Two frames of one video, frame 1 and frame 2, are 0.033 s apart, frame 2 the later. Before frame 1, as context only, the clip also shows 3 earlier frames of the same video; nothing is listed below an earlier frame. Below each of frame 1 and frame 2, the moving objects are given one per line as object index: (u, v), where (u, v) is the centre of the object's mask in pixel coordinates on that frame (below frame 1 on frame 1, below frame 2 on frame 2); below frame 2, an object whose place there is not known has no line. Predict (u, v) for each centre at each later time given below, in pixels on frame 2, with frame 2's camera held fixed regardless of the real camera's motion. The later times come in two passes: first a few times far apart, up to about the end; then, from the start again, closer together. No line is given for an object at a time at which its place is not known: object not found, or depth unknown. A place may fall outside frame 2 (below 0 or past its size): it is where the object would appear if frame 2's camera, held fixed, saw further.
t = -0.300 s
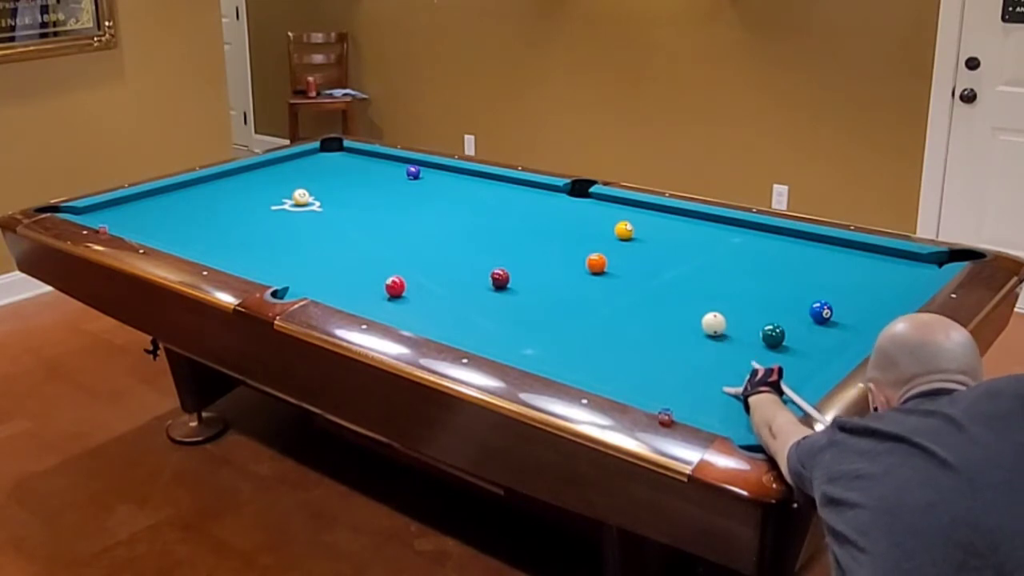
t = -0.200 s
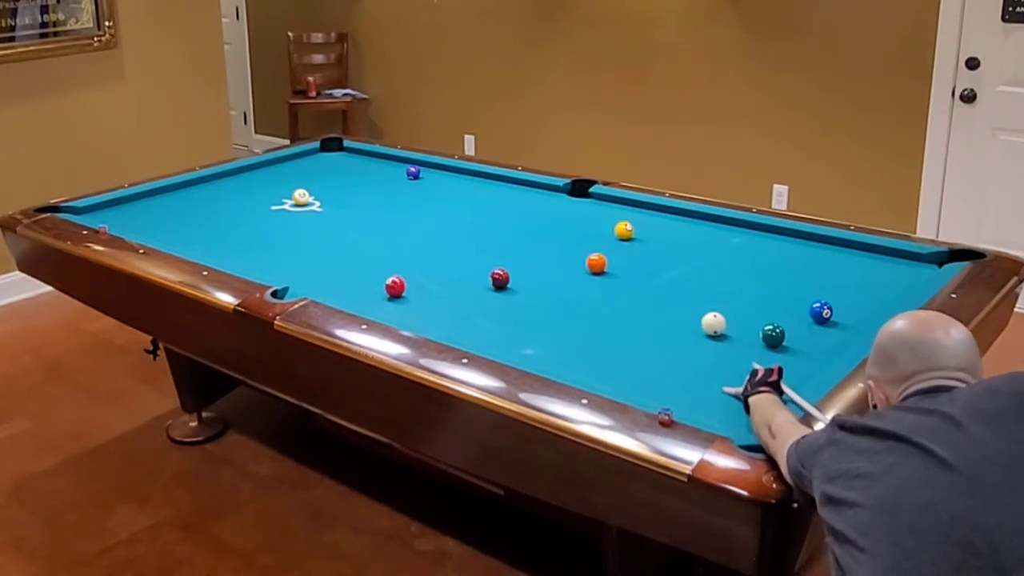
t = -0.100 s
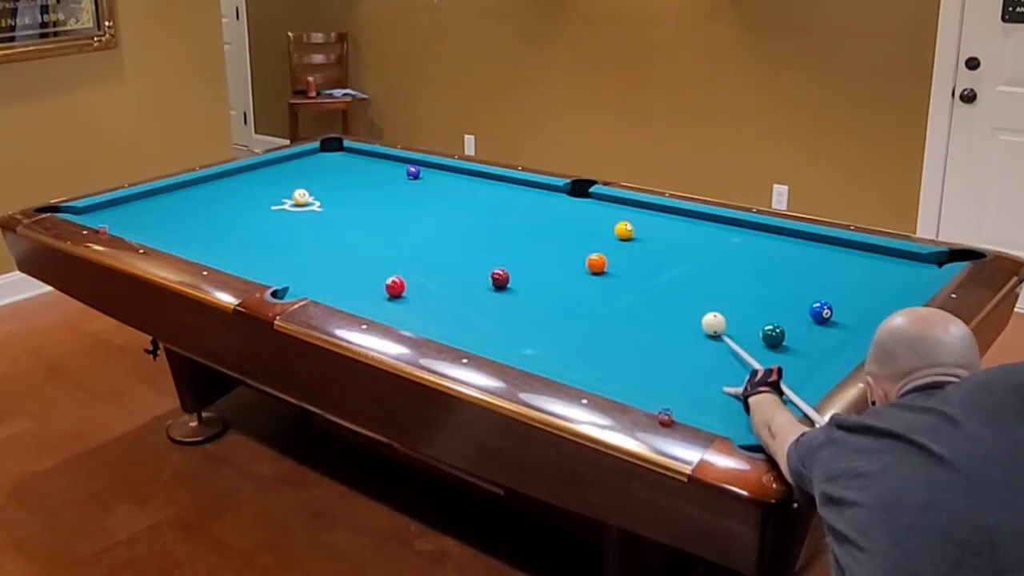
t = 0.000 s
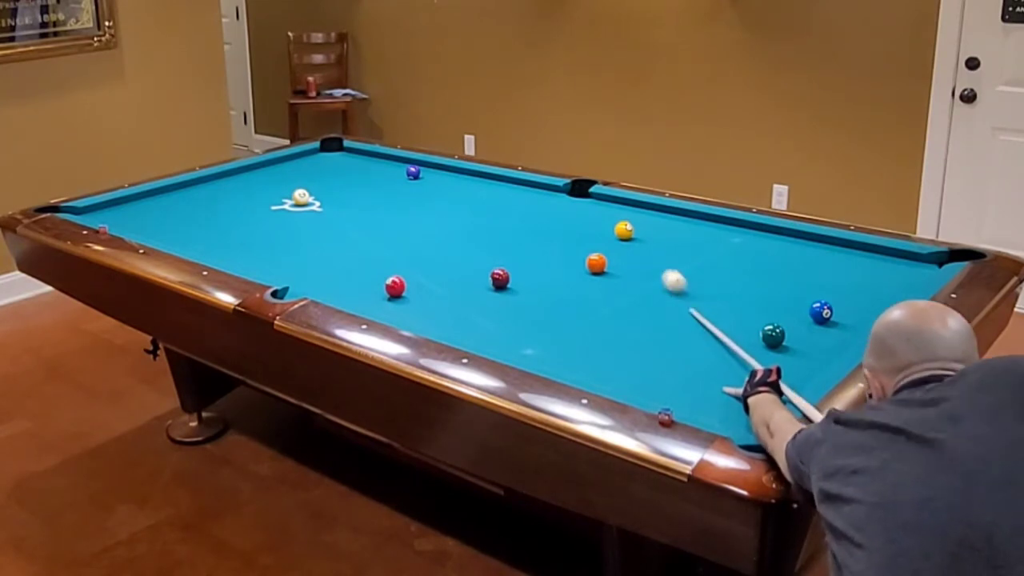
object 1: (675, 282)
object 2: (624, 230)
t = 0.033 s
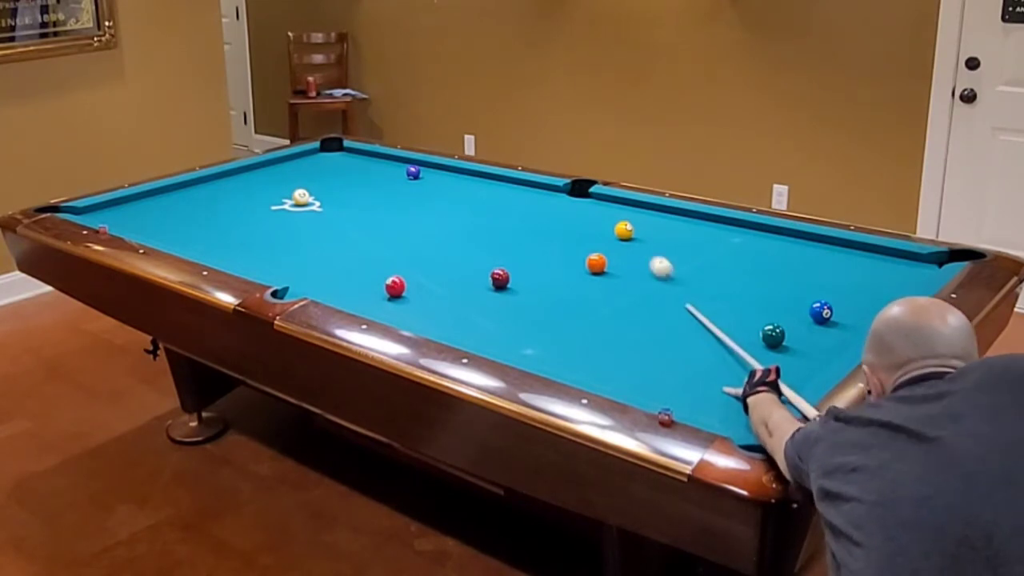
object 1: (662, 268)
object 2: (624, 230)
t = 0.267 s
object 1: (640, 236)
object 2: (582, 197)
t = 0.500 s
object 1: (656, 237)
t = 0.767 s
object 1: (671, 239)
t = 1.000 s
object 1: (684, 240)
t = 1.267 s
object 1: (697, 241)
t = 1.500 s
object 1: (706, 242)
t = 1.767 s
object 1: (715, 244)
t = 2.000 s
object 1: (721, 244)
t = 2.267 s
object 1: (727, 244)
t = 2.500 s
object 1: (730, 244)
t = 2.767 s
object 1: (731, 245)
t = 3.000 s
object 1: (730, 245)
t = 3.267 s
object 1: (730, 245)
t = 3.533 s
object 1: (731, 245)
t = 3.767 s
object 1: (730, 245)
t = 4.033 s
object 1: (730, 245)
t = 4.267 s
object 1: (730, 245)
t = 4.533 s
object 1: (730, 245)
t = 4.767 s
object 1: (730, 245)
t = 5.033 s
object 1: (730, 245)
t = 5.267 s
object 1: (730, 245)
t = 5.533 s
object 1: (730, 245)
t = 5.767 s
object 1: (730, 245)
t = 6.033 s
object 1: (730, 245)
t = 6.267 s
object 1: (730, 245)
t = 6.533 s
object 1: (730, 245)
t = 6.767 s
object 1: (730, 245)
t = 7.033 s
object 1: (730, 245)
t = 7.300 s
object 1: (730, 245)
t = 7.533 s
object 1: (730, 244)
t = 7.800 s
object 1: (730, 244)
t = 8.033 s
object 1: (730, 244)
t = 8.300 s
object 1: (730, 244)
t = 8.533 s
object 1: (730, 244)
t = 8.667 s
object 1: (730, 244)
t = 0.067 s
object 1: (649, 254)
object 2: (624, 230)
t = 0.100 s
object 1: (638, 243)
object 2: (623, 230)
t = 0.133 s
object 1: (631, 236)
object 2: (619, 226)
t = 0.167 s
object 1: (633, 235)
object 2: (611, 219)
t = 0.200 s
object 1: (636, 235)
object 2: (600, 211)
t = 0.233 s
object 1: (638, 236)
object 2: (591, 204)
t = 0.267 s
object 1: (640, 236)
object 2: (582, 197)
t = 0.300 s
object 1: (643, 236)
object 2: (574, 191)
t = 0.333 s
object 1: (645, 236)
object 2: (573, 188)
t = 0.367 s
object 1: (647, 237)
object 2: (584, 189)
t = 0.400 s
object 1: (649, 237)
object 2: (580, 192)
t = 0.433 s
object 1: (651, 237)
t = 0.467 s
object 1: (654, 237)
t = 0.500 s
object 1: (656, 237)
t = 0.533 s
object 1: (658, 238)
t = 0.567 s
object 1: (660, 238)
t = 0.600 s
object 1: (662, 238)
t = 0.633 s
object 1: (664, 238)
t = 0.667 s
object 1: (666, 239)
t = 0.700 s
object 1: (668, 239)
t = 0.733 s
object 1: (670, 239)
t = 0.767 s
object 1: (671, 239)
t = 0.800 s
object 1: (673, 239)
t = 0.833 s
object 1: (675, 239)
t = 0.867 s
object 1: (677, 240)
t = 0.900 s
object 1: (679, 240)
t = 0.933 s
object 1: (681, 240)
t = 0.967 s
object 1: (682, 240)
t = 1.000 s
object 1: (684, 240)
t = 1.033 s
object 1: (686, 240)
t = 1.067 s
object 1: (687, 241)
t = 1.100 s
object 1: (689, 241)
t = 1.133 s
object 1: (690, 241)
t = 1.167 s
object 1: (692, 241)
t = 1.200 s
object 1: (694, 241)
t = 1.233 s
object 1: (695, 241)
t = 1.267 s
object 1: (697, 241)
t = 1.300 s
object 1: (698, 242)
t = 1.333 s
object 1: (700, 242)
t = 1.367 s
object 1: (701, 242)
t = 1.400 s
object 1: (702, 242)
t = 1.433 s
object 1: (704, 242)
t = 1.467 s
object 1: (705, 242)
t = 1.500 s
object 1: (706, 242)
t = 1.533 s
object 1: (707, 243)
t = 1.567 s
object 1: (708, 243)
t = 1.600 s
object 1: (710, 243)
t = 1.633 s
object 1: (711, 243)
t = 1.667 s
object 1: (712, 243)
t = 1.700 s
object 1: (713, 243)
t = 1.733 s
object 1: (714, 243)
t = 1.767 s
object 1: (715, 244)
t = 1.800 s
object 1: (716, 243)
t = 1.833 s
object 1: (717, 243)
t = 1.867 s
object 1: (718, 244)
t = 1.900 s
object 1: (719, 244)
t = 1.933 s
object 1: (719, 244)
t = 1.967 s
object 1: (721, 244)
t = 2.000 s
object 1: (721, 244)
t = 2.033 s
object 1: (722, 244)
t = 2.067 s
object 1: (723, 244)
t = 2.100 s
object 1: (724, 244)
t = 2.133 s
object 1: (724, 244)
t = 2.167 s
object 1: (725, 244)
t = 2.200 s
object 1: (725, 244)
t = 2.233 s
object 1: (726, 244)
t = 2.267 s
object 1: (727, 244)
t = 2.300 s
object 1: (727, 244)
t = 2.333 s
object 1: (728, 244)
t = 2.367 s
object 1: (728, 244)
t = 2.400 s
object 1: (729, 244)
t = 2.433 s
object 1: (729, 244)
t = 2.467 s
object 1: (730, 244)
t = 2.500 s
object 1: (730, 244)
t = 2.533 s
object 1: (730, 244)
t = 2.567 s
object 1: (730, 244)
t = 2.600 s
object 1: (730, 244)
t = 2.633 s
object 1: (731, 244)
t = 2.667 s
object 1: (731, 245)
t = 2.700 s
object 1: (731, 245)
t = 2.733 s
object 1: (731, 245)
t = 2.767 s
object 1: (731, 245)
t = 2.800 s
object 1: (731, 245)
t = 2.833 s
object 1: (731, 245)
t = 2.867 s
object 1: (731, 245)
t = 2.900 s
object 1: (731, 245)
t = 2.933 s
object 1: (731, 245)
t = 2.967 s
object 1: (730, 245)
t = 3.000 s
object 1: (730, 245)
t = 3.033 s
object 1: (730, 245)
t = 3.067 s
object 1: (730, 245)
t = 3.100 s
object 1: (730, 245)
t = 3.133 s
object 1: (730, 245)
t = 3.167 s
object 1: (730, 245)
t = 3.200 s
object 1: (730, 245)
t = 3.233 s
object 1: (730, 245)
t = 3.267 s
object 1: (730, 245)
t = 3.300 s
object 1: (730, 245)
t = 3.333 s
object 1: (730, 245)
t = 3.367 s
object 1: (730, 245)
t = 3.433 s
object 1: (730, 245)
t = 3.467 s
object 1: (730, 245)
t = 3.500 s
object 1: (730, 245)
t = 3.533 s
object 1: (731, 245)
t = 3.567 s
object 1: (730, 245)
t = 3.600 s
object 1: (730, 245)
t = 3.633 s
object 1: (730, 245)
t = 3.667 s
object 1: (730, 245)
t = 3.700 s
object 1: (730, 245)
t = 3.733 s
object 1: (730, 245)
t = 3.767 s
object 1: (730, 245)
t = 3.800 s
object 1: (730, 245)
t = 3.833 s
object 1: (730, 245)
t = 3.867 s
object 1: (730, 245)
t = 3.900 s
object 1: (730, 245)
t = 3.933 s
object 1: (730, 245)
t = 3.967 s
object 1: (730, 245)
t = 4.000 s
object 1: (730, 245)
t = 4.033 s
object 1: (730, 245)
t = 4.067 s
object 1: (730, 245)
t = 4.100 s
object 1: (730, 245)
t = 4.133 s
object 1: (730, 245)
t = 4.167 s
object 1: (730, 245)
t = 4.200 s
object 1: (730, 245)
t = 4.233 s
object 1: (730, 245)
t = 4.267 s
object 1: (730, 245)
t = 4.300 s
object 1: (730, 245)
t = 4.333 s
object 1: (730, 245)
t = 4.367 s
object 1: (730, 245)
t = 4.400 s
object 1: (730, 245)
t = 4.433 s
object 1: (730, 245)
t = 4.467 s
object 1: (730, 245)
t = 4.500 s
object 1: (730, 245)
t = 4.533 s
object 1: (730, 245)
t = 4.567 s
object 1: (730, 245)
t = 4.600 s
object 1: (730, 245)
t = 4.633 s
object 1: (730, 245)
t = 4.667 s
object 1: (730, 245)
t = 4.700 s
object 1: (730, 245)
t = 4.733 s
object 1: (730, 245)
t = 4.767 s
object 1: (730, 245)
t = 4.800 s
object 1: (730, 245)
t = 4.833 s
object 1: (730, 245)
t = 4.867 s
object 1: (730, 245)
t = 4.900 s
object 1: (730, 245)
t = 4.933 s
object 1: (730, 245)
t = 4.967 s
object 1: (730, 245)
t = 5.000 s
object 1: (730, 245)
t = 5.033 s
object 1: (730, 245)
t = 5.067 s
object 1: (730, 245)
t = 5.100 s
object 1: (730, 245)
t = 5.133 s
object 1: (730, 245)
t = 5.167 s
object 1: (730, 245)
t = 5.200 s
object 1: (730, 245)
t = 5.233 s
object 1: (730, 245)
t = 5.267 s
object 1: (730, 245)
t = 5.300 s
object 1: (730, 245)
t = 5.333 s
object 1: (730, 245)
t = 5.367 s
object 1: (730, 245)
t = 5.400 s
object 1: (730, 245)
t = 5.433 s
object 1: (730, 245)
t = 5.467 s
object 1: (730, 245)
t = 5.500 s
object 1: (730, 245)
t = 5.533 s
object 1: (730, 245)
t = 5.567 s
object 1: (730, 245)
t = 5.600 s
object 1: (730, 245)
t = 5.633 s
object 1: (730, 245)
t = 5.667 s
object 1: (730, 245)
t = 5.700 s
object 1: (730, 245)
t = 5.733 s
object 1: (730, 245)
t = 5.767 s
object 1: (730, 245)
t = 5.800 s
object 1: (730, 245)
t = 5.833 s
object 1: (730, 245)
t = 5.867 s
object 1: (730, 245)
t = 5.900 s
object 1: (730, 245)
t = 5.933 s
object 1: (730, 245)
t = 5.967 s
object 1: (730, 245)
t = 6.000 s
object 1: (730, 245)
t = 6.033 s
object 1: (730, 245)
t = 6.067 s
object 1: (730, 245)
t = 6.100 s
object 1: (730, 245)
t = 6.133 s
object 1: (730, 245)
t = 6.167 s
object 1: (730, 245)
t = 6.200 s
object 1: (730, 245)
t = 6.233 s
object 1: (730, 245)
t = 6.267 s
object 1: (730, 245)
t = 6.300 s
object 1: (730, 245)
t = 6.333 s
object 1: (730, 245)
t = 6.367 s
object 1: (730, 245)
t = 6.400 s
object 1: (730, 245)
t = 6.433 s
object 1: (730, 245)
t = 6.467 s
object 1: (730, 245)
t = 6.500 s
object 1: (730, 245)
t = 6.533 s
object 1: (730, 245)
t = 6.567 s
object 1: (730, 245)
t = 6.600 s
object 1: (730, 245)
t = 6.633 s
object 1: (730, 245)
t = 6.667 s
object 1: (730, 245)
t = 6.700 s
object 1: (730, 245)
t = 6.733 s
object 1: (730, 245)
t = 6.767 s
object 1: (730, 245)
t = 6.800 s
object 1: (730, 245)
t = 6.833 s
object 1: (730, 245)
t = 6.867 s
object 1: (730, 245)
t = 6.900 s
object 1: (730, 245)
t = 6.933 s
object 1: (730, 245)
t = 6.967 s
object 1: (730, 245)
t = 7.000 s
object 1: (730, 245)
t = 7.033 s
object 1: (730, 245)
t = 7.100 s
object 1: (730, 245)
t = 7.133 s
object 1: (730, 245)
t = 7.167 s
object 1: (730, 245)
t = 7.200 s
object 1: (730, 245)
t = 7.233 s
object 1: (730, 245)
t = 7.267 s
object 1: (730, 245)
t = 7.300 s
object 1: (730, 245)
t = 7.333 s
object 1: (730, 245)
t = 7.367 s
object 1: (730, 245)
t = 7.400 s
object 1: (730, 244)
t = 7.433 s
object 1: (730, 244)
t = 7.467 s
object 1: (730, 244)
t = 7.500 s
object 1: (730, 244)
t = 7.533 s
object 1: (730, 244)
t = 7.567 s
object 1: (730, 244)
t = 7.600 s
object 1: (730, 244)
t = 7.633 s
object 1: (730, 244)
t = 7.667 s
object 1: (730, 244)
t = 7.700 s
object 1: (730, 244)
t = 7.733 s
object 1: (730, 244)
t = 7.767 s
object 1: (730, 244)
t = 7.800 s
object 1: (730, 244)
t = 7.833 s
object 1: (730, 244)
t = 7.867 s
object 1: (730, 244)
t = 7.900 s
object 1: (730, 244)
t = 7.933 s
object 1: (730, 244)
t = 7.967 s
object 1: (730, 244)
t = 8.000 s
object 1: (730, 244)
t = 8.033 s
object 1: (730, 244)
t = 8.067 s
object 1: (730, 244)
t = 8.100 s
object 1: (730, 244)
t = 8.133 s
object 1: (730, 244)
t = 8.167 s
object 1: (730, 244)
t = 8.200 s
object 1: (730, 244)
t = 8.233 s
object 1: (730, 244)
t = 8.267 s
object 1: (730, 244)
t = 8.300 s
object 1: (730, 244)
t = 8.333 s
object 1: (730, 244)
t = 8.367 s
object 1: (730, 244)
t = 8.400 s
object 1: (730, 244)
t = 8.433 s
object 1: (730, 244)
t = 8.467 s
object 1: (730, 244)
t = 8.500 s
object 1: (730, 244)
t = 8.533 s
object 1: (730, 244)
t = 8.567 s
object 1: (730, 244)
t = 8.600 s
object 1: (730, 244)
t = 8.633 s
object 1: (730, 244)
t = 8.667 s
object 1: (730, 244)
